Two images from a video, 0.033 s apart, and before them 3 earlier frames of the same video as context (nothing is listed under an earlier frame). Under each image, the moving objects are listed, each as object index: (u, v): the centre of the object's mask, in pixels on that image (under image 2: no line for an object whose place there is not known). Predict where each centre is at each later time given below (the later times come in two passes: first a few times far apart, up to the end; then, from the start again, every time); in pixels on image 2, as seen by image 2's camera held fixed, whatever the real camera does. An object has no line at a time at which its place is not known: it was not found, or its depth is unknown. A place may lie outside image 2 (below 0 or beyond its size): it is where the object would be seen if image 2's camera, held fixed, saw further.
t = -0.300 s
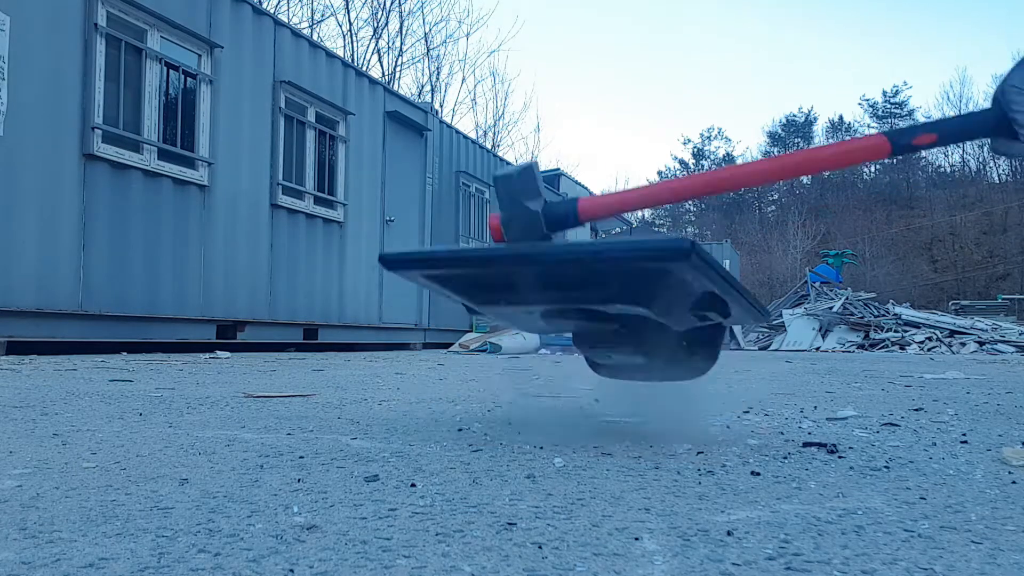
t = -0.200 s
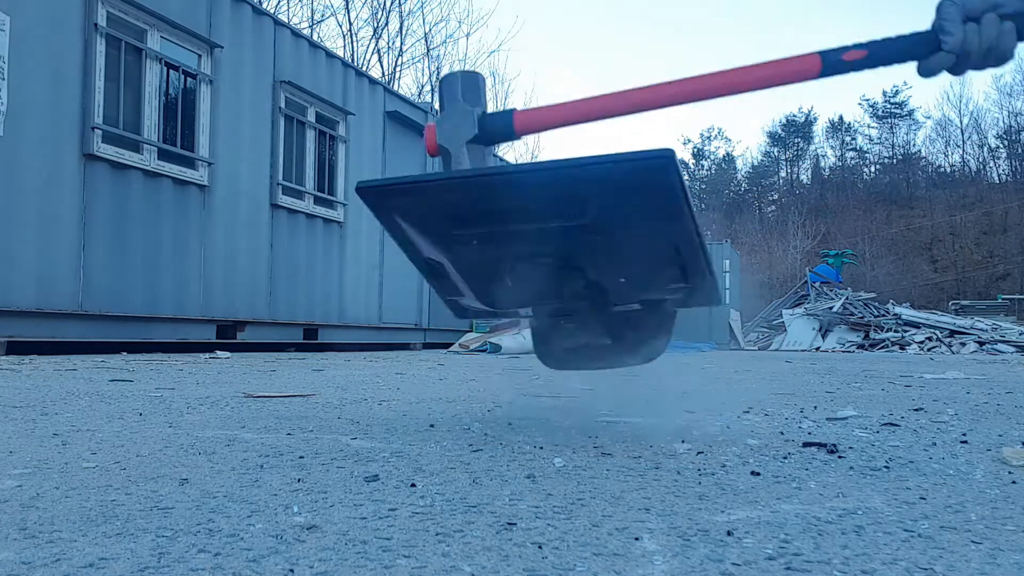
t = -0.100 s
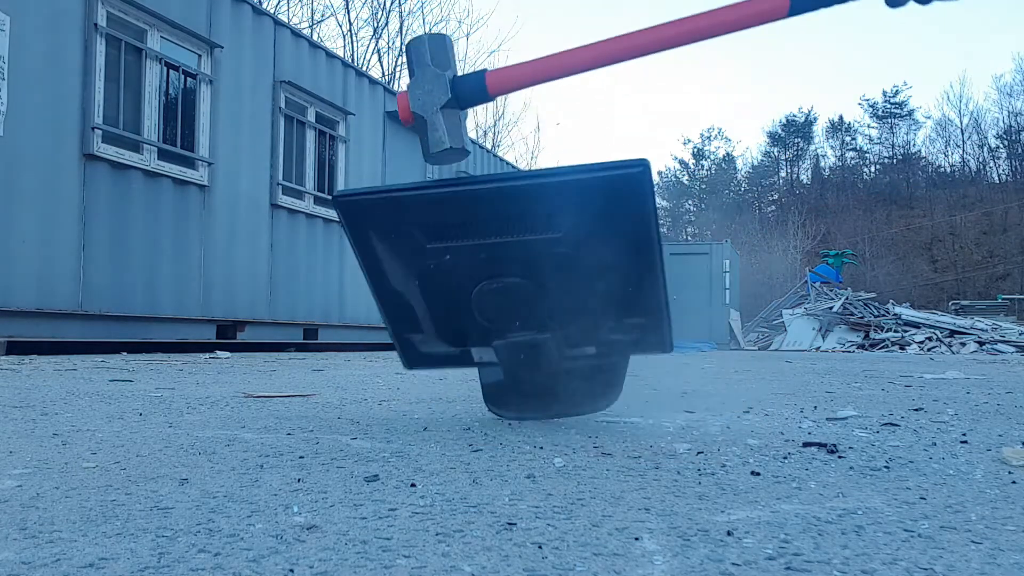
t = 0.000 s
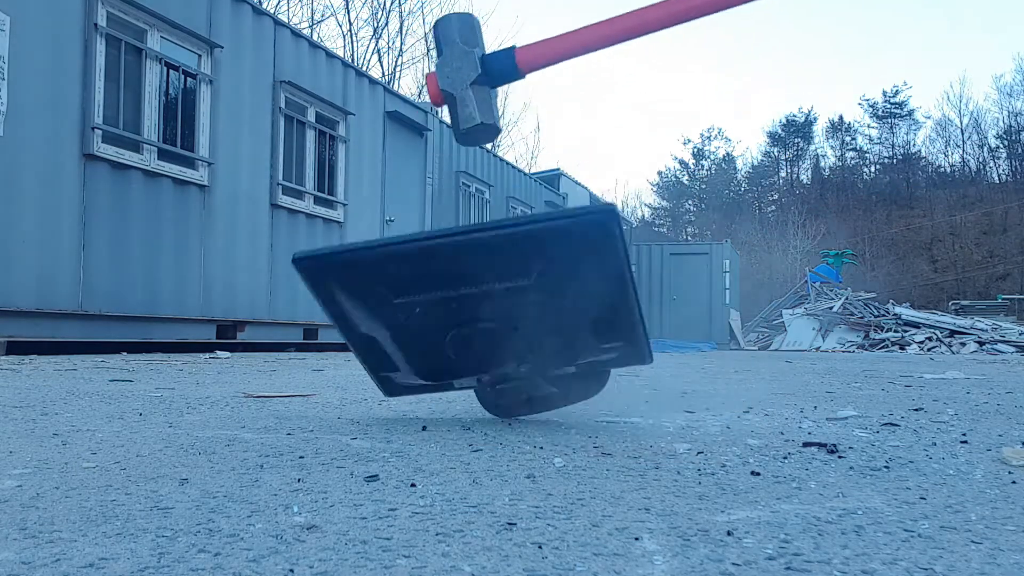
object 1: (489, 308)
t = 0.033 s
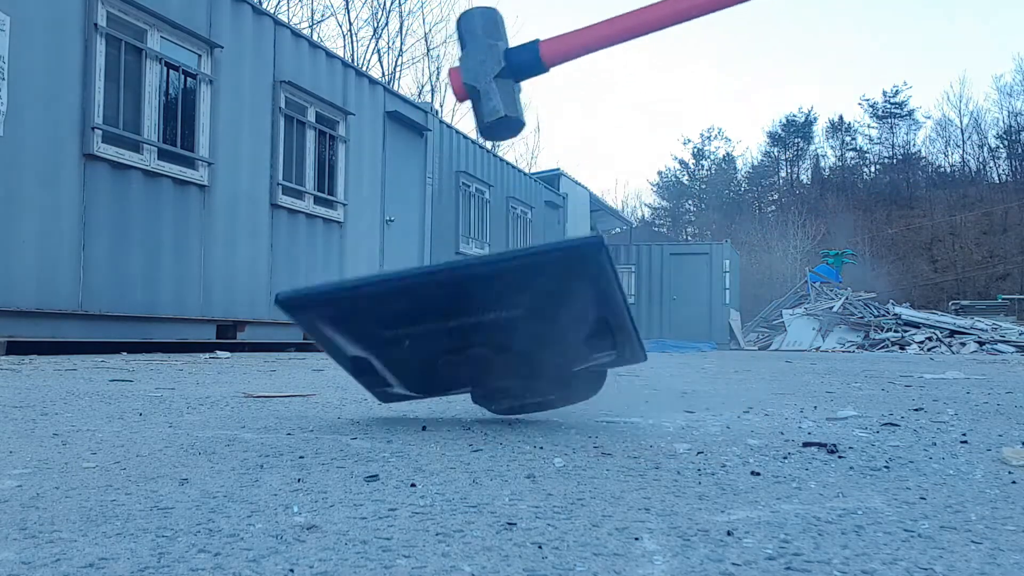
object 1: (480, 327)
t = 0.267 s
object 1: (515, 370)
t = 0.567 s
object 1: (480, 382)
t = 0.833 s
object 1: (498, 389)
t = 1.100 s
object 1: (500, 388)
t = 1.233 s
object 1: (491, 388)
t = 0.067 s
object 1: (470, 357)
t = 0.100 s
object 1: (471, 381)
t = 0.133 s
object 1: (477, 384)
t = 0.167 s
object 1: (488, 370)
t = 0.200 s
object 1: (501, 364)
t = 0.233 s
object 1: (511, 367)
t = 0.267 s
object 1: (515, 370)
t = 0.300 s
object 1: (517, 376)
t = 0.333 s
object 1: (509, 377)
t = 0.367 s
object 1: (502, 382)
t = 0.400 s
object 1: (493, 388)
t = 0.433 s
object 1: (487, 383)
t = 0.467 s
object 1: (482, 382)
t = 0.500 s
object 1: (479, 381)
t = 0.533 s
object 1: (478, 381)
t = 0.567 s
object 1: (480, 382)
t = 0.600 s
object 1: (484, 384)
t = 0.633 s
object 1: (491, 388)
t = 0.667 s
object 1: (497, 390)
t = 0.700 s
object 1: (502, 386)
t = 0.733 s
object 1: (505, 384)
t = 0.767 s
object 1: (505, 384)
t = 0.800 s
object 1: (503, 386)
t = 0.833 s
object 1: (498, 389)
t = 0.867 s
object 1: (494, 389)
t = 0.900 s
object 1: (490, 386)
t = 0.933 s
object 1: (489, 386)
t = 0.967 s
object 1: (489, 386)
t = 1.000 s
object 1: (492, 389)
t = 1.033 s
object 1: (496, 391)
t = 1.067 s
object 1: (499, 389)
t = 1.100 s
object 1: (500, 388)
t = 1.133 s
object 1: (499, 389)
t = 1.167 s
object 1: (497, 391)
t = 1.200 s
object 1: (493, 390)
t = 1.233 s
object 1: (491, 388)
